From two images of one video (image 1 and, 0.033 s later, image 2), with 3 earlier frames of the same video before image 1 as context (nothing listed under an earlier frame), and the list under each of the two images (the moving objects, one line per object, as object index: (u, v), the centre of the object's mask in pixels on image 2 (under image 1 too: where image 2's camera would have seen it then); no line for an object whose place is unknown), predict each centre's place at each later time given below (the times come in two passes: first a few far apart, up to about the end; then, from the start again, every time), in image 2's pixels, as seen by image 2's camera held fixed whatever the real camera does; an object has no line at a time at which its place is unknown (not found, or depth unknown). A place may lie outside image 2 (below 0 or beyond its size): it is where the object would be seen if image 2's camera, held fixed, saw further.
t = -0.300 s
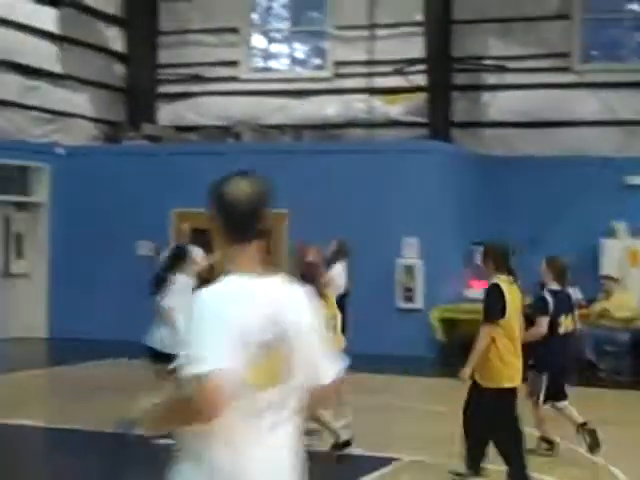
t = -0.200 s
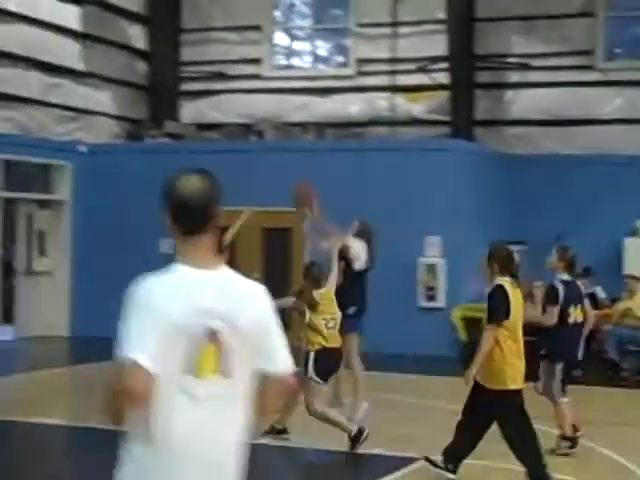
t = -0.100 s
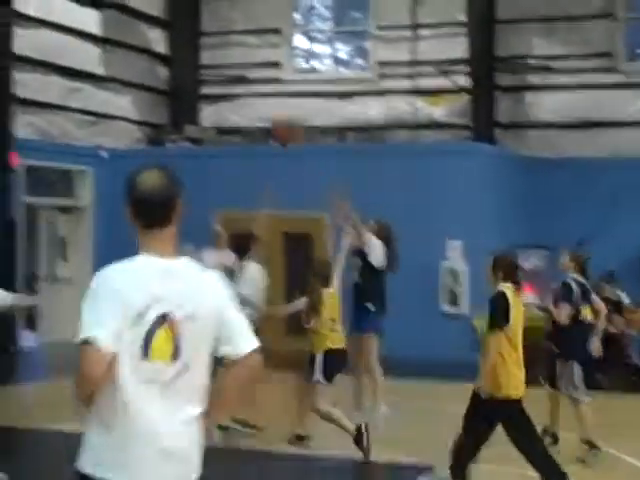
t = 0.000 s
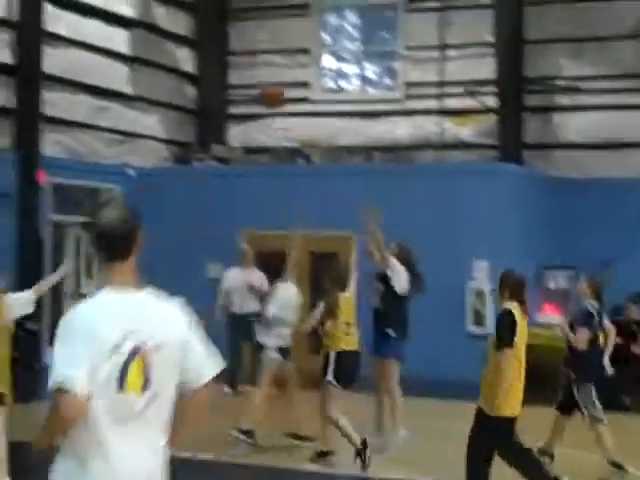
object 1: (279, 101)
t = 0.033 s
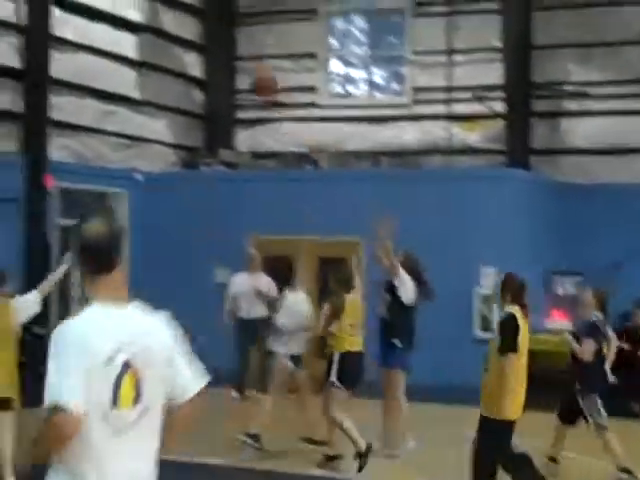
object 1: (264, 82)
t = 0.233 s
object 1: (178, 10)
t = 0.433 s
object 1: (88, -21)
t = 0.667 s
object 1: (-23, 2)
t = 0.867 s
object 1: (-123, 85)
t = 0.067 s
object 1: (250, 70)
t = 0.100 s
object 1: (236, 55)
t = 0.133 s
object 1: (224, 45)
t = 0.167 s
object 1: (209, 30)
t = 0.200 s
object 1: (194, 20)
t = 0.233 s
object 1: (178, 10)
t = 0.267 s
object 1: (162, 1)
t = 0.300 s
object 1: (148, -6)
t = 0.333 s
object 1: (135, -11)
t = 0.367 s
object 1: (120, -15)
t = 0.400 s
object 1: (104, -19)
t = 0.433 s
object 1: (88, -21)
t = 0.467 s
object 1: (74, -22)
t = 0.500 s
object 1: (58, -20)
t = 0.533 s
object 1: (41, -19)
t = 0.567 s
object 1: (26, -16)
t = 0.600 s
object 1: (11, -8)
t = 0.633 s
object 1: (-6, -6)
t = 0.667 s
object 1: (-23, 2)
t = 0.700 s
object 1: (-41, 15)
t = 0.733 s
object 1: (-57, 24)
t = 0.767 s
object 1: (-73, 40)
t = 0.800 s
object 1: (-90, 52)
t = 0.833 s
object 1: (-102, 68)
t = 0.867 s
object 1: (-123, 85)
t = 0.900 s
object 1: (-126, 95)
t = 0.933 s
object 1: (-127, 95)
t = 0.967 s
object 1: (-127, 103)
